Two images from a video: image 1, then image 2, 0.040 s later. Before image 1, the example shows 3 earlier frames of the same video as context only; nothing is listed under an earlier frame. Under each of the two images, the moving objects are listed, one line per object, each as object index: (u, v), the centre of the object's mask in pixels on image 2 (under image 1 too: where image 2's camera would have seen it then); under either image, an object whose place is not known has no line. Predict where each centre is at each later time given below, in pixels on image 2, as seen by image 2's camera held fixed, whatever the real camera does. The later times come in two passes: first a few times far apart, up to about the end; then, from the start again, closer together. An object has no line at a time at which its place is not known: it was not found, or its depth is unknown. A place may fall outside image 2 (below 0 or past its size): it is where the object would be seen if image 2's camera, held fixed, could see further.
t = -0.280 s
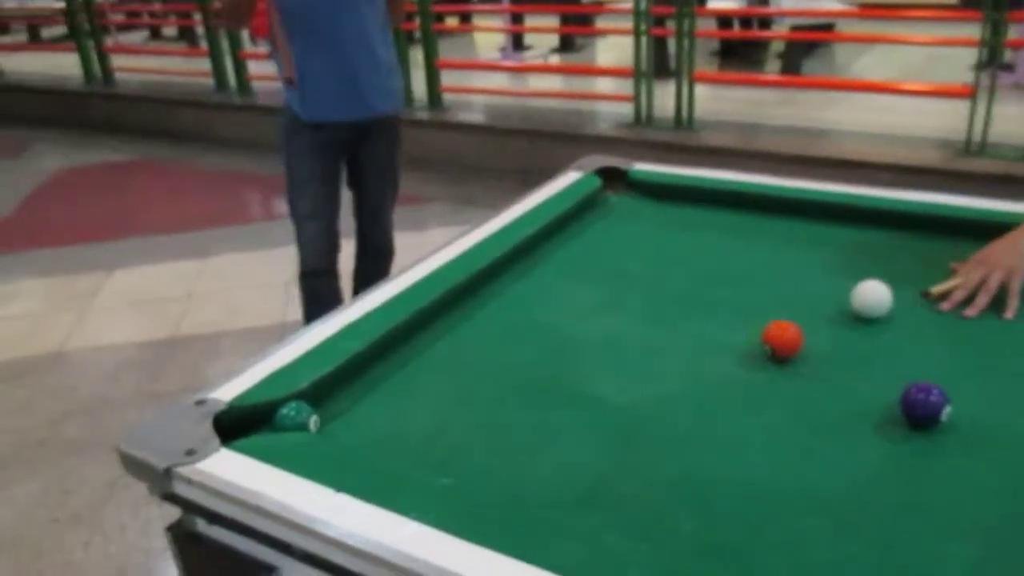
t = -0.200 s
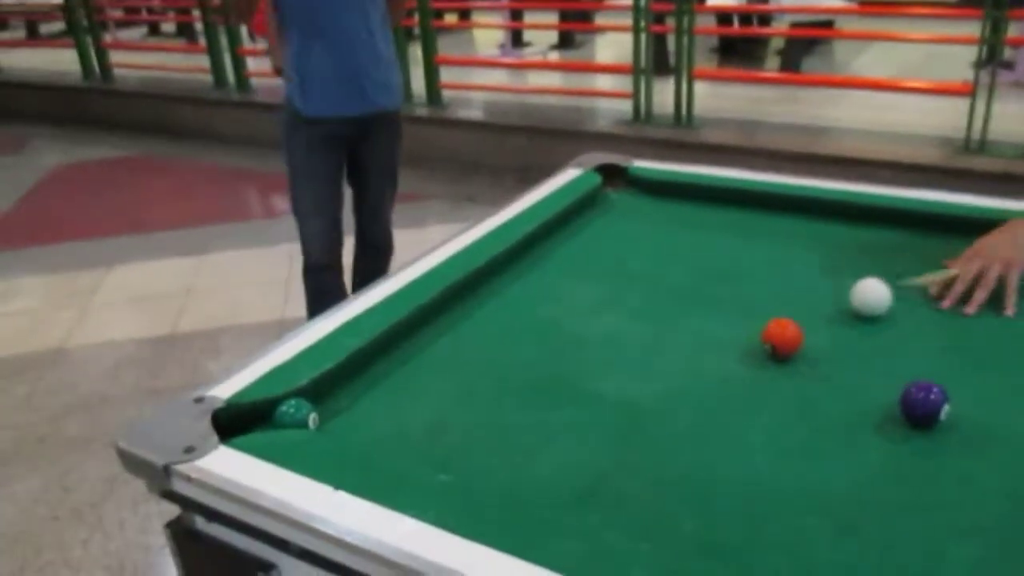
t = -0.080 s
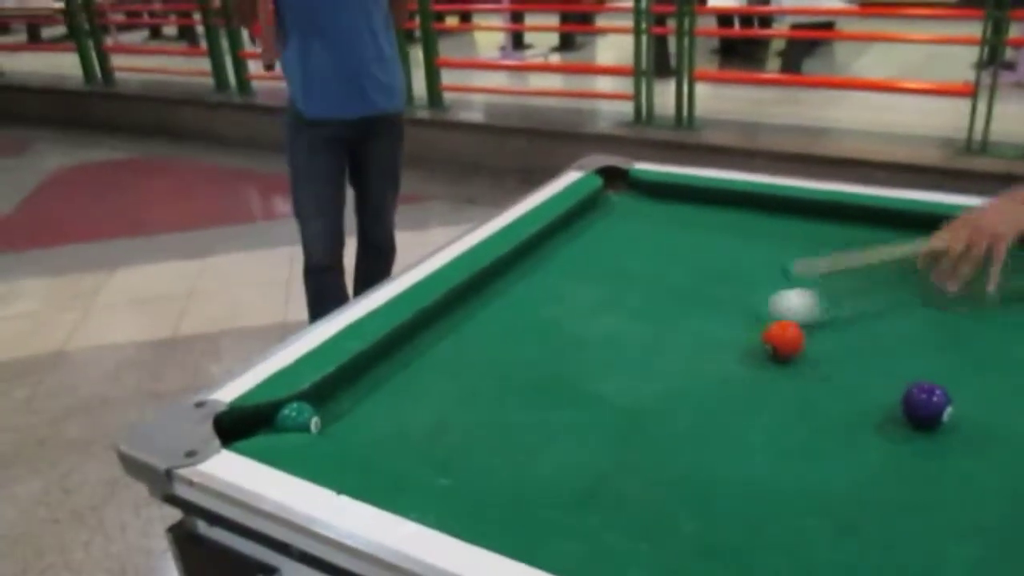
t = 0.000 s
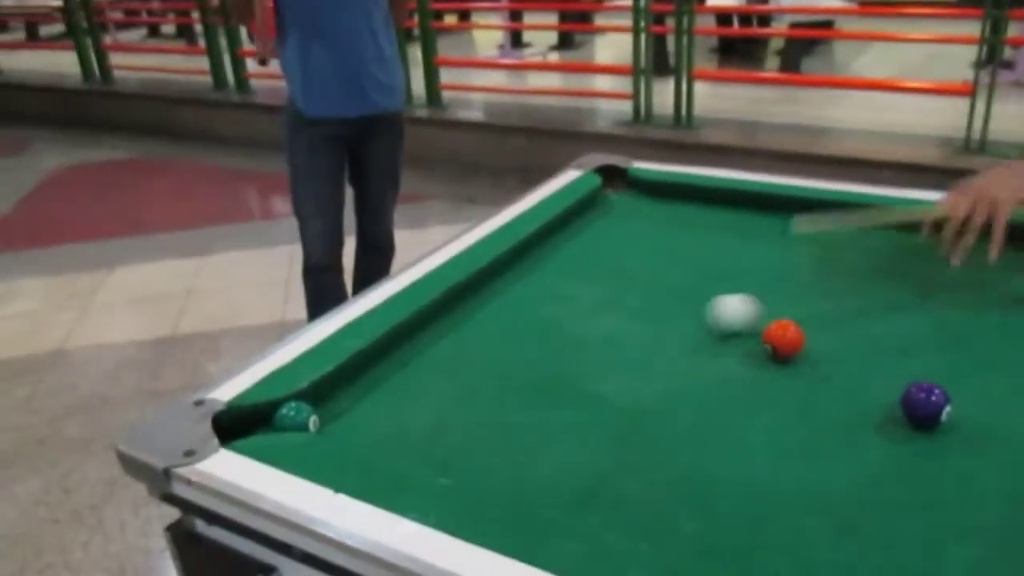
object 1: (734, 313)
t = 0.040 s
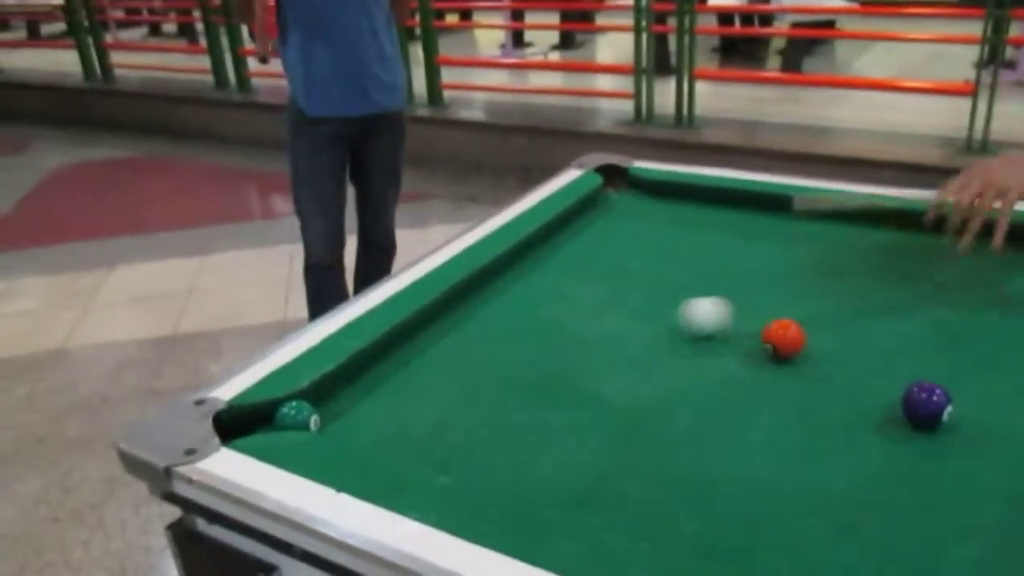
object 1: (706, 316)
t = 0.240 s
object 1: (555, 333)
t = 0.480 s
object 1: (392, 357)
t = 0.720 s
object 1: (415, 430)
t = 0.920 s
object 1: (495, 453)
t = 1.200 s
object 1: (650, 442)
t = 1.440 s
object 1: (763, 429)
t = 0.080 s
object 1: (675, 320)
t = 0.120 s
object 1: (645, 323)
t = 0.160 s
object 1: (615, 326)
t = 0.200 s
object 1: (585, 330)
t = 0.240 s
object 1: (555, 333)
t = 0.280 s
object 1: (525, 336)
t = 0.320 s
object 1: (495, 340)
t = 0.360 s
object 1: (465, 343)
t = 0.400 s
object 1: (434, 346)
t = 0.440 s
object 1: (404, 349)
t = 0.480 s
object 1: (392, 357)
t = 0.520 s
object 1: (397, 368)
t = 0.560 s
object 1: (400, 380)
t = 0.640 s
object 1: (407, 404)
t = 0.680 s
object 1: (411, 417)
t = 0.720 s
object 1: (415, 430)
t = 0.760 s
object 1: (419, 443)
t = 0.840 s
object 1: (452, 454)
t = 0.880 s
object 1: (474, 454)
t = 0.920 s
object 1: (495, 453)
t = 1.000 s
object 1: (541, 451)
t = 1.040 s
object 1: (563, 451)
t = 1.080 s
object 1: (585, 449)
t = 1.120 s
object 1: (607, 447)
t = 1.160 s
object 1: (629, 444)
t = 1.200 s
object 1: (650, 442)
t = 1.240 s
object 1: (670, 439)
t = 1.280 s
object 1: (689, 437)
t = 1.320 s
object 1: (708, 435)
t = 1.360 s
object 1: (727, 433)
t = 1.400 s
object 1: (745, 430)
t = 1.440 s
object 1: (763, 429)
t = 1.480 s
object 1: (781, 427)
